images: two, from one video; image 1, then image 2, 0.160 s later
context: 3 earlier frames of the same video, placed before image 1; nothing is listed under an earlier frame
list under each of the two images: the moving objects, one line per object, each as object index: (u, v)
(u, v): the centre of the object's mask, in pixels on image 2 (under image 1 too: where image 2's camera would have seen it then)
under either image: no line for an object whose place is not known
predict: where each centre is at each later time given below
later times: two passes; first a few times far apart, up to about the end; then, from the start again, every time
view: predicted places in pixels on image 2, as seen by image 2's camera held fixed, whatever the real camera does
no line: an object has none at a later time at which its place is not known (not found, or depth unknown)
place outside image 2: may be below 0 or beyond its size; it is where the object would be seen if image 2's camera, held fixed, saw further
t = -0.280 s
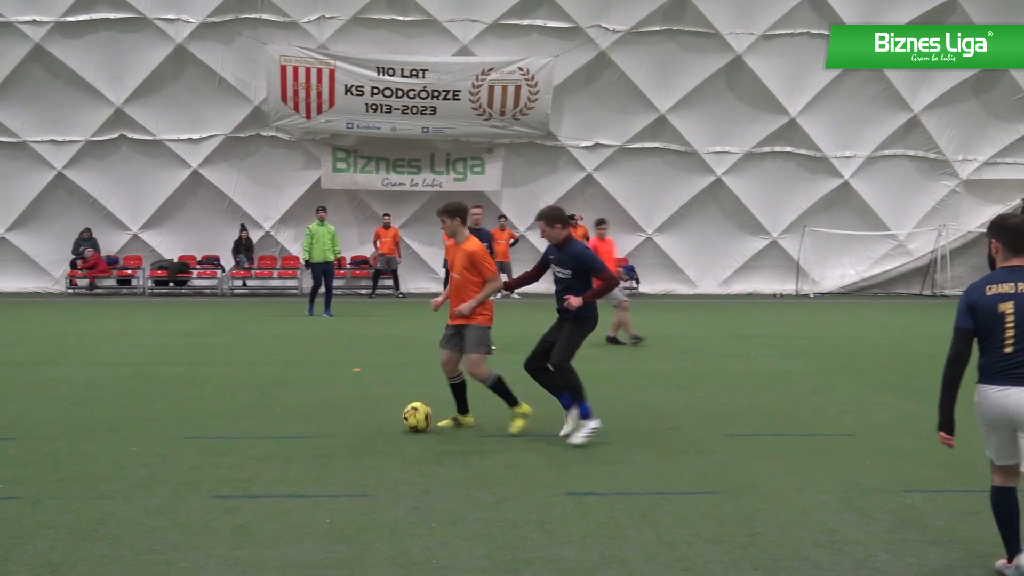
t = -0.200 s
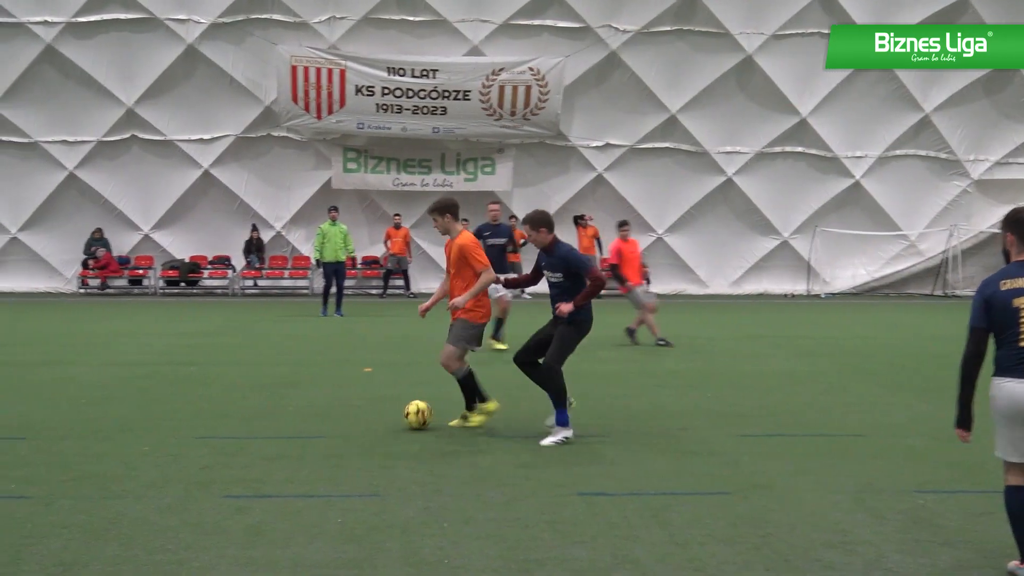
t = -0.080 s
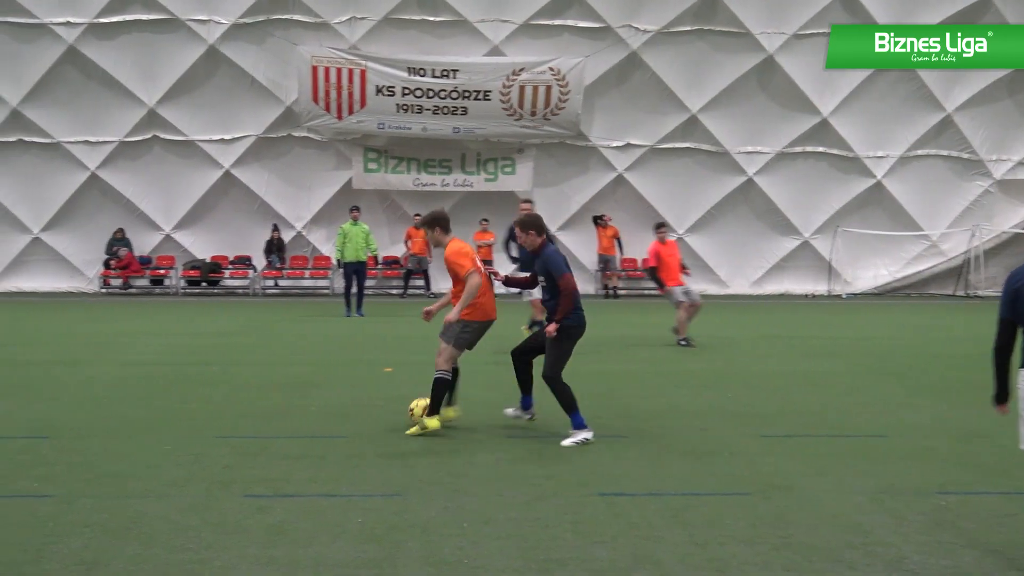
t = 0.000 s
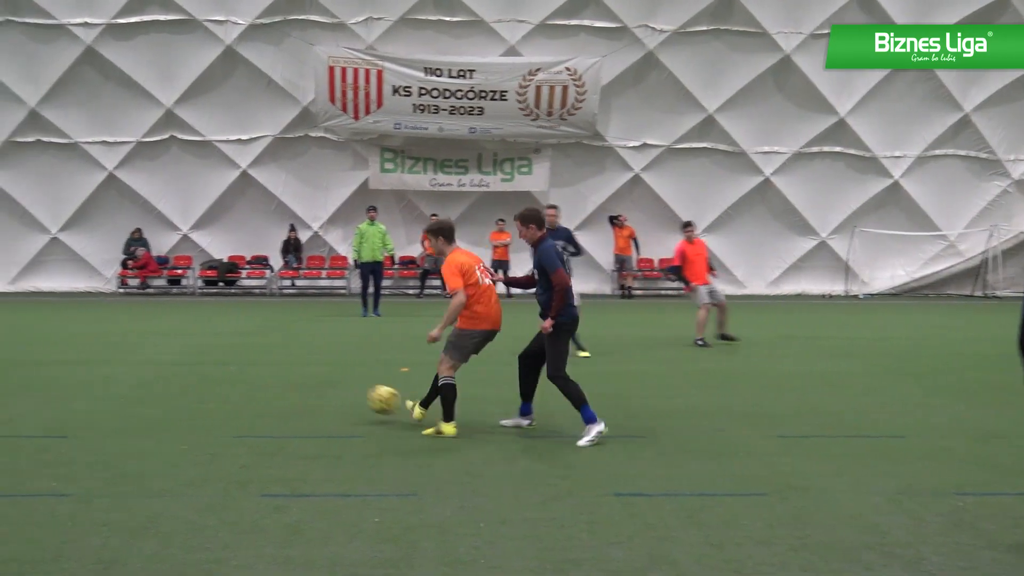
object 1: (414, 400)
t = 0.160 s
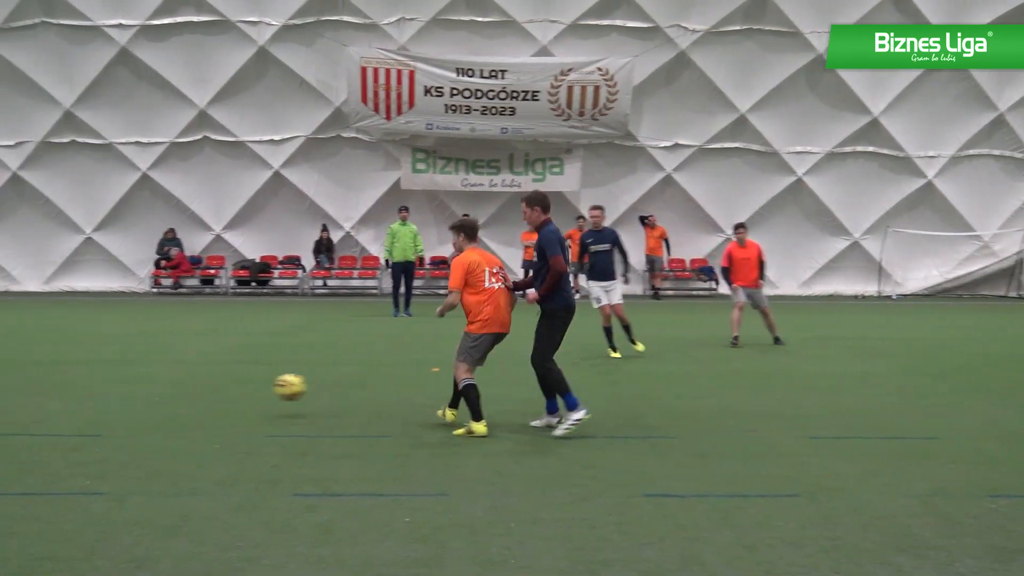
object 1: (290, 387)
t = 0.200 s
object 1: (261, 388)
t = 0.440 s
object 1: (120, 385)
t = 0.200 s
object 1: (261, 388)
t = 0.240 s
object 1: (232, 392)
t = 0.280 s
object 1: (205, 398)
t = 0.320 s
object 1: (182, 395)
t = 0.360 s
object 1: (161, 390)
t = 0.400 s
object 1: (141, 386)
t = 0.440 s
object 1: (120, 385)
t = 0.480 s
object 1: (100, 386)
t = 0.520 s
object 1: (80, 388)
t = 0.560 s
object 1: (61, 393)
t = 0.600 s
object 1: (45, 393)
